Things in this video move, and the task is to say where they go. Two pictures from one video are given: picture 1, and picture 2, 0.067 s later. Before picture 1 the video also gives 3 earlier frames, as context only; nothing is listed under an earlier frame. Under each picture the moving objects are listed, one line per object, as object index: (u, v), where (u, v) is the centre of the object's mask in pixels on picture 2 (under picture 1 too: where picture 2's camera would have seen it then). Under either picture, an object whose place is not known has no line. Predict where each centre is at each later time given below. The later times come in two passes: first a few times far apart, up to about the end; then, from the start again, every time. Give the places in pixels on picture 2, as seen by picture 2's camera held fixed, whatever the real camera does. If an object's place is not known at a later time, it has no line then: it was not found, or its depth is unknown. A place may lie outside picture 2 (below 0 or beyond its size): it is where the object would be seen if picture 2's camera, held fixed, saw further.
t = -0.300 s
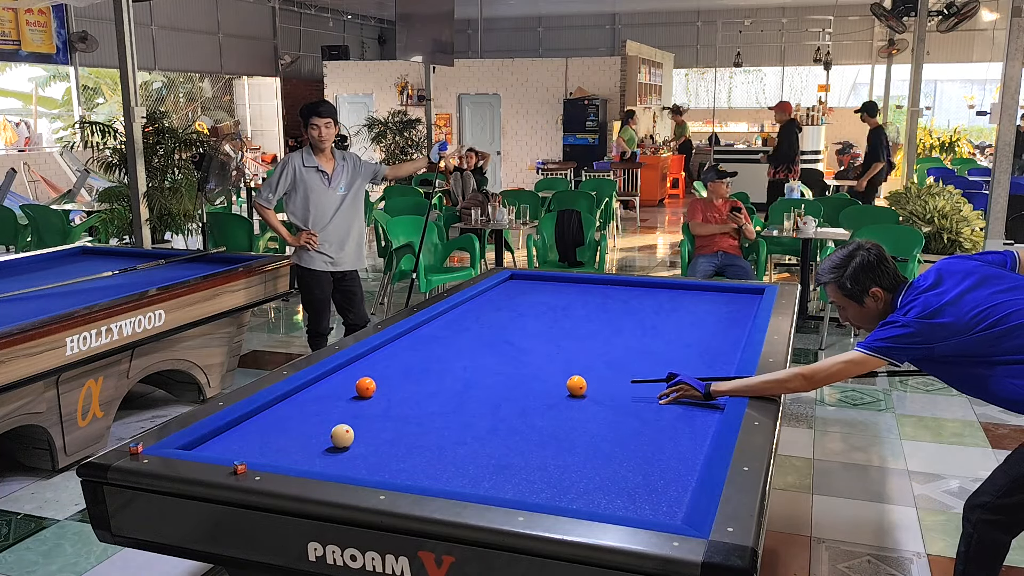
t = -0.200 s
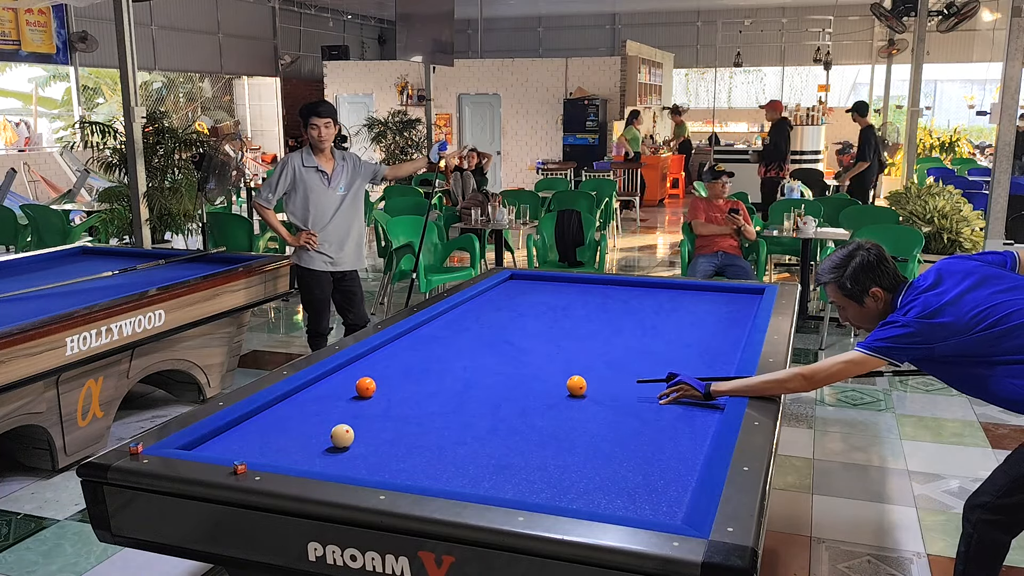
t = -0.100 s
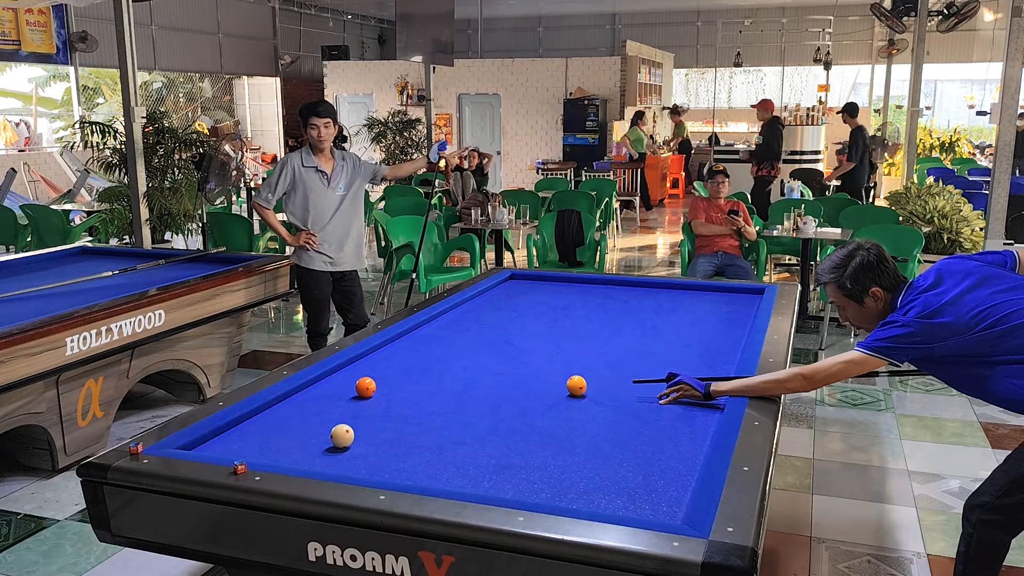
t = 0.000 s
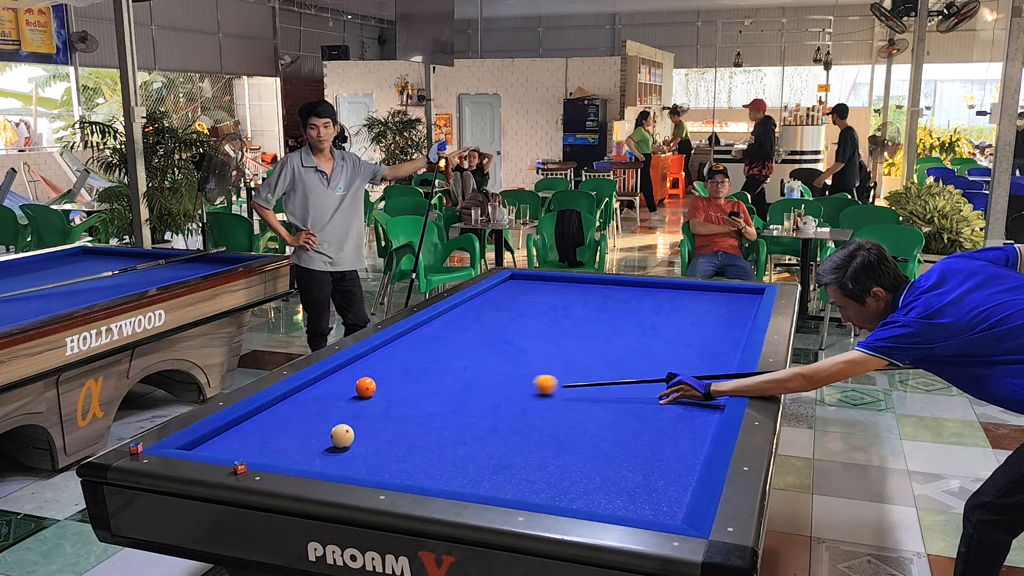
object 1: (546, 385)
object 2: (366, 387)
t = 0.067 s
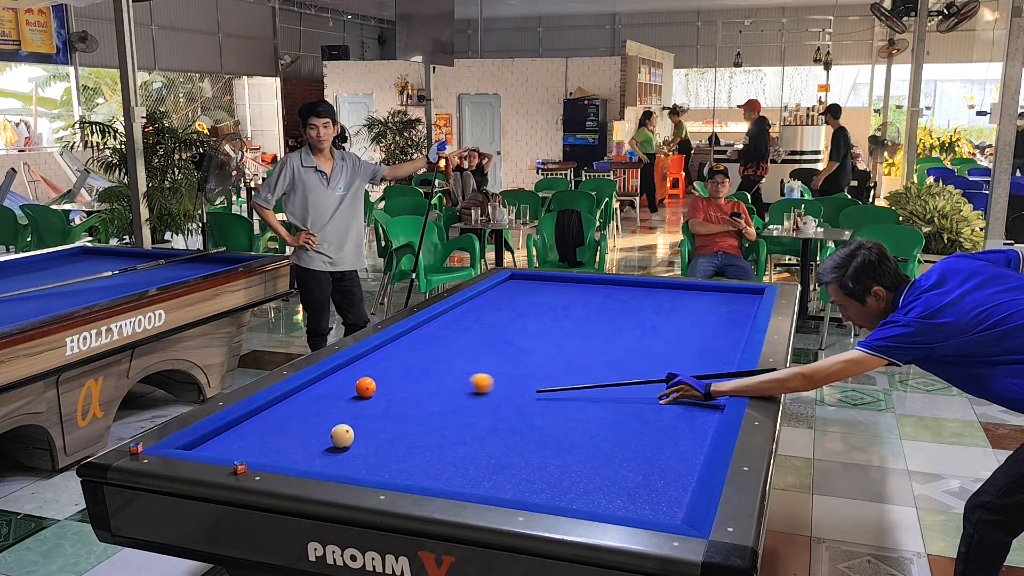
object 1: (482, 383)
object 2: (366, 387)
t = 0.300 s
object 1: (345, 379)
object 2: (351, 395)
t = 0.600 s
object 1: (489, 417)
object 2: (319, 411)
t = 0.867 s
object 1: (606, 454)
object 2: (289, 427)
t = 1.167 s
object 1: (637, 480)
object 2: (251, 446)
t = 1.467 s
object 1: (546, 483)
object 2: (242, 448)
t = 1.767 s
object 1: (467, 484)
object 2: (257, 438)
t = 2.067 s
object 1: (421, 474)
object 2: (271, 429)
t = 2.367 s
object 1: (380, 463)
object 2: (284, 420)
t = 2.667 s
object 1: (344, 452)
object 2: (294, 412)
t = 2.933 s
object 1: (314, 442)
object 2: (304, 406)
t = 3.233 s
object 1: (282, 433)
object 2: (314, 400)
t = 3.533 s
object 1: (253, 424)
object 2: (323, 394)
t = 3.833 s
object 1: (255, 421)
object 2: (331, 389)
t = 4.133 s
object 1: (277, 421)
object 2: (338, 385)
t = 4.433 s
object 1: (298, 421)
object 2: (344, 382)
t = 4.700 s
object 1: (315, 421)
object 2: (349, 378)
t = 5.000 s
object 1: (333, 420)
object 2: (354, 376)
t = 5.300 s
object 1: (351, 420)
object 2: (358, 373)
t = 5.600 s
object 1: (366, 422)
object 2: (362, 371)
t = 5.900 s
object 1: (380, 423)
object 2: (366, 369)
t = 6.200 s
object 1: (392, 423)
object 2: (369, 368)
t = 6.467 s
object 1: (402, 423)
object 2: (372, 367)
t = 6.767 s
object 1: (412, 423)
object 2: (373, 366)
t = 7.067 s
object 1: (421, 424)
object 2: (374, 366)
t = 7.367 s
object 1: (428, 424)
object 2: (375, 365)
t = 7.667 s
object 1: (434, 424)
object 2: (375, 365)
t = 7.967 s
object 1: (438, 425)
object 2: (375, 365)
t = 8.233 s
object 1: (440, 425)
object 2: (375, 365)
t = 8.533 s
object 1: (442, 425)
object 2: (375, 365)
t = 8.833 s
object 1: (442, 425)
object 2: (375, 365)
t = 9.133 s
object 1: (442, 425)
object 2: (375, 365)
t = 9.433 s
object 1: (442, 425)
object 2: (375, 365)
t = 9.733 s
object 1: (442, 425)
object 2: (375, 365)
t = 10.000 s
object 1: (442, 425)
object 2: (375, 365)
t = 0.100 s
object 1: (451, 383)
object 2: (366, 387)
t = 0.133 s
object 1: (421, 382)
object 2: (366, 387)
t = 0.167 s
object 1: (391, 382)
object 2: (365, 387)
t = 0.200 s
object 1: (364, 376)
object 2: (363, 389)
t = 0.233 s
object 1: (339, 377)
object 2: (359, 391)
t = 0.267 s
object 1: (329, 377)
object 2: (355, 393)
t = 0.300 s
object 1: (345, 379)
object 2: (351, 395)
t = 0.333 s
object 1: (362, 384)
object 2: (348, 396)
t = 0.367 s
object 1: (378, 388)
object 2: (345, 398)
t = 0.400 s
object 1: (394, 392)
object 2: (341, 400)
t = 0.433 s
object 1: (410, 396)
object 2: (337, 402)
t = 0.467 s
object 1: (426, 400)
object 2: (334, 404)
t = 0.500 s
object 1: (442, 404)
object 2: (330, 405)
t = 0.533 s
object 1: (458, 408)
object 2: (327, 407)
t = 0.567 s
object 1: (473, 412)
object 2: (323, 409)
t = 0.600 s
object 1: (489, 417)
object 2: (319, 411)
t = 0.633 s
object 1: (504, 422)
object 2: (316, 413)
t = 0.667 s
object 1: (519, 426)
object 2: (312, 415)
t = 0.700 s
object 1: (534, 430)
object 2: (308, 417)
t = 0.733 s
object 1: (549, 435)
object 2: (304, 419)
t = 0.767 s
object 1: (564, 439)
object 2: (301, 421)
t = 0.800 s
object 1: (578, 444)
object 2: (297, 423)
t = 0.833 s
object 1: (592, 449)
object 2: (293, 425)
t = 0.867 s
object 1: (606, 454)
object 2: (289, 427)
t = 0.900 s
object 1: (621, 458)
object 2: (285, 429)
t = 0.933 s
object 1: (636, 464)
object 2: (281, 431)
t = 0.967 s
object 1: (652, 469)
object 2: (277, 433)
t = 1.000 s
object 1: (668, 474)
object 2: (273, 435)
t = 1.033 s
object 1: (684, 479)
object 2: (268, 437)
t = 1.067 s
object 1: (679, 481)
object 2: (264, 439)
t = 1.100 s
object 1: (665, 480)
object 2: (260, 442)
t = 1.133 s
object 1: (651, 480)
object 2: (256, 444)
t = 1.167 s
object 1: (637, 480)
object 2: (251, 446)
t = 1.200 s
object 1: (625, 480)
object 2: (247, 448)
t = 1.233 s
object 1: (612, 480)
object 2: (243, 449)
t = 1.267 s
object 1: (601, 480)
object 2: (239, 450)
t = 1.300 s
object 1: (591, 480)
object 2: (234, 451)
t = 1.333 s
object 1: (581, 481)
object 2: (234, 451)
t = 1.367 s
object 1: (572, 481)
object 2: (236, 451)
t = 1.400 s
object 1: (563, 482)
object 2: (238, 450)
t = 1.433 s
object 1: (555, 483)
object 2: (240, 449)
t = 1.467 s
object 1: (546, 483)
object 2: (242, 448)
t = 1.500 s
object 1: (537, 484)
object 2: (244, 447)
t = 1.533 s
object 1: (528, 485)
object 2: (245, 447)
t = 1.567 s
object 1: (520, 485)
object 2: (247, 446)
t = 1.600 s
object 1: (511, 485)
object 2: (249, 444)
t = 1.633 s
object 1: (502, 485)
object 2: (251, 443)
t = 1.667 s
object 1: (493, 485)
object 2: (252, 442)
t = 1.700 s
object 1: (485, 485)
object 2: (254, 440)
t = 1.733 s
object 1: (476, 484)
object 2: (256, 439)
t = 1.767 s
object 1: (467, 484)
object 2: (257, 438)
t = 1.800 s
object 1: (460, 483)
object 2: (259, 437)
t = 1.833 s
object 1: (456, 482)
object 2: (260, 436)
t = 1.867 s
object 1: (451, 481)
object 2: (262, 435)
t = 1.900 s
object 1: (446, 480)
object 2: (264, 434)
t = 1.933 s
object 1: (440, 478)
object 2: (265, 433)
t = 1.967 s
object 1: (435, 477)
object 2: (267, 432)
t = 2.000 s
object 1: (431, 476)
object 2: (268, 431)
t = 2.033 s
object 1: (426, 475)
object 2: (270, 430)
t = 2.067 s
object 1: (421, 474)
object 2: (271, 429)
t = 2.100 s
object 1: (416, 473)
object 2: (272, 427)
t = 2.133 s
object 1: (412, 472)
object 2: (274, 426)
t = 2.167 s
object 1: (407, 470)
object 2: (275, 425)
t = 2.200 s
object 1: (402, 469)
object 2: (277, 424)
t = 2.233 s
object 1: (398, 468)
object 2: (278, 423)
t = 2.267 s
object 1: (393, 467)
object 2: (280, 422)
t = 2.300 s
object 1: (389, 466)
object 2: (281, 421)
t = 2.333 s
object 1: (385, 464)
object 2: (282, 421)
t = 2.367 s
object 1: (380, 463)
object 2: (284, 420)
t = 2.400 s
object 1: (376, 462)
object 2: (285, 419)
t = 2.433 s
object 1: (372, 461)
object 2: (286, 418)
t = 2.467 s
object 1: (368, 459)
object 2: (287, 417)
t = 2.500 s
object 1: (364, 458)
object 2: (288, 416)
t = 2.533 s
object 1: (360, 457)
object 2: (290, 415)
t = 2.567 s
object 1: (356, 455)
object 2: (291, 414)
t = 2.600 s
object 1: (352, 454)
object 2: (292, 413)
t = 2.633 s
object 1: (347, 453)
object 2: (293, 413)
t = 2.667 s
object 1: (344, 452)
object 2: (294, 412)
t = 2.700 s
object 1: (340, 450)
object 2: (296, 411)
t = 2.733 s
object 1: (336, 449)
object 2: (297, 410)
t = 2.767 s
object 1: (332, 448)
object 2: (298, 409)
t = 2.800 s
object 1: (328, 447)
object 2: (299, 409)
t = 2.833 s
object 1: (325, 445)
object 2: (301, 408)
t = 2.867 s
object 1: (321, 444)
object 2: (302, 407)
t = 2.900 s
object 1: (317, 443)
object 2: (303, 406)
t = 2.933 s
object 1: (314, 442)
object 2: (304, 406)
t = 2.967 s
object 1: (310, 441)
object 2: (305, 405)
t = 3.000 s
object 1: (306, 440)
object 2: (306, 404)
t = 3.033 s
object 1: (303, 439)
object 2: (307, 404)
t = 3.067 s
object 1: (299, 438)
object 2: (308, 403)
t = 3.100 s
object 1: (296, 437)
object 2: (309, 402)
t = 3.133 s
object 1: (292, 436)
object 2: (310, 401)
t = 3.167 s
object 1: (289, 435)
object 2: (312, 401)
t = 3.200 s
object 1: (285, 434)
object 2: (313, 400)
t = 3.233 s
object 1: (282, 433)
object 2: (314, 400)
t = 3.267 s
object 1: (279, 432)
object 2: (315, 399)
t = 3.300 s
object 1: (275, 431)
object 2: (316, 398)
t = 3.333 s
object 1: (272, 430)
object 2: (317, 398)
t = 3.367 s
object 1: (269, 429)
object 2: (318, 397)
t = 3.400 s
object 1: (266, 428)
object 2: (319, 396)
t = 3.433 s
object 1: (263, 427)
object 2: (320, 396)
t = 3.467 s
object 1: (260, 426)
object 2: (321, 395)
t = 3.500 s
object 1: (256, 425)
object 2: (322, 395)
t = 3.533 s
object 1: (253, 424)
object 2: (323, 394)
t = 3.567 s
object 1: (250, 424)
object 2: (324, 394)
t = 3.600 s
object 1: (247, 422)
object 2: (325, 393)
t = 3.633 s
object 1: (244, 422)
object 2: (326, 393)
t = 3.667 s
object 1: (241, 421)
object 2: (327, 392)
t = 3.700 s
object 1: (245, 421)
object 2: (328, 392)
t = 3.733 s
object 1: (247, 421)
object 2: (329, 391)
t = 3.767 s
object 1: (250, 421)
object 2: (329, 391)
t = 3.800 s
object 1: (253, 421)
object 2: (330, 390)
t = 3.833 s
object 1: (255, 421)
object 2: (331, 389)
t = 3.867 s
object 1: (258, 421)
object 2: (332, 389)
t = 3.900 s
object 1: (260, 421)
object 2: (333, 388)
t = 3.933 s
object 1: (263, 421)
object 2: (334, 388)
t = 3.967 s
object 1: (265, 421)
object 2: (334, 387)
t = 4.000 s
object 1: (268, 421)
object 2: (335, 387)
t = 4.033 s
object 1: (270, 421)
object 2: (336, 387)
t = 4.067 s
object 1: (272, 421)
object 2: (337, 386)
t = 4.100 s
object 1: (275, 421)
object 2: (337, 386)
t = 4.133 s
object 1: (277, 421)
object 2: (338, 385)
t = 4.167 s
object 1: (280, 421)
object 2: (339, 385)
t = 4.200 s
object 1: (282, 421)
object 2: (340, 384)
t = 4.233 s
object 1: (284, 421)
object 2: (340, 384)
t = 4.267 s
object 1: (287, 421)
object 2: (341, 383)
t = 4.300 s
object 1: (289, 421)
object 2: (341, 383)
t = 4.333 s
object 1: (291, 421)
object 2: (342, 383)
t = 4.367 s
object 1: (293, 421)
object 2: (343, 382)
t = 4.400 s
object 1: (296, 421)
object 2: (343, 382)
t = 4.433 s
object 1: (298, 421)
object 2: (344, 382)
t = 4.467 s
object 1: (300, 421)
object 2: (345, 381)
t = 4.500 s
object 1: (302, 421)
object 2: (345, 381)
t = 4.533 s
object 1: (305, 421)
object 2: (346, 380)
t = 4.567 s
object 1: (307, 421)
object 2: (347, 380)
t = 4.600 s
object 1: (309, 421)
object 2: (347, 380)
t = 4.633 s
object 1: (311, 421)
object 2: (348, 379)
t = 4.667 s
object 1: (313, 421)
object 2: (348, 379)
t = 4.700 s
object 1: (315, 421)
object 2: (349, 378)
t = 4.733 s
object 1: (317, 421)
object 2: (350, 378)
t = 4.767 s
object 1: (320, 422)
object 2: (350, 378)
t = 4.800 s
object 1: (322, 422)
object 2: (351, 377)
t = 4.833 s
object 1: (324, 421)
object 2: (351, 377)
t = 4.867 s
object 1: (325, 421)
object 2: (352, 377)
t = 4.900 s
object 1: (327, 421)
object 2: (352, 377)
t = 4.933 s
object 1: (329, 420)
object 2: (353, 376)
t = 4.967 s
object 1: (331, 420)
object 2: (353, 376)
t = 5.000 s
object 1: (333, 420)
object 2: (354, 376)
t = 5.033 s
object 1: (335, 419)
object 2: (354, 375)
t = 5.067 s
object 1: (337, 419)
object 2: (355, 375)
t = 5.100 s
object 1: (339, 419)
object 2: (355, 375)
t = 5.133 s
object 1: (341, 419)
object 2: (356, 374)
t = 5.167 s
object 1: (343, 418)
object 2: (356, 374)
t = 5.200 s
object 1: (345, 419)
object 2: (357, 374)
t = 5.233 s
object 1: (348, 419)
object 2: (357, 374)
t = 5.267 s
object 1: (349, 419)
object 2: (358, 373)
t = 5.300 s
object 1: (351, 420)
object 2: (358, 373)
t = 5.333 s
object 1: (354, 420)
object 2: (359, 373)
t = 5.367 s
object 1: (355, 421)
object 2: (359, 373)
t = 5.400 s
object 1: (357, 421)
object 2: (360, 372)
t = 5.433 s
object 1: (358, 421)
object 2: (360, 372)
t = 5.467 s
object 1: (360, 422)
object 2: (361, 372)
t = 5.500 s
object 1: (361, 422)
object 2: (361, 372)
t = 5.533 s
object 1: (362, 422)
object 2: (361, 371)
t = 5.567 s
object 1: (364, 423)
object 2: (362, 371)
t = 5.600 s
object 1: (366, 422)
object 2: (362, 371)
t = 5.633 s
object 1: (367, 422)
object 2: (363, 371)
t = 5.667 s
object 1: (369, 422)
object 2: (363, 370)
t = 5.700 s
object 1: (371, 422)
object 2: (364, 370)
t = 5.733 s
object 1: (372, 422)
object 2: (364, 370)
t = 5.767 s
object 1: (374, 422)
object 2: (364, 370)
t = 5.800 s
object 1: (375, 422)
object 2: (365, 370)
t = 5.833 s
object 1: (377, 423)
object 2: (365, 370)
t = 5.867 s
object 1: (378, 423)
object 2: (365, 369)
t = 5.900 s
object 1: (380, 423)
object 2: (366, 369)
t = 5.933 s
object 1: (381, 423)
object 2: (366, 369)
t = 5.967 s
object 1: (383, 423)
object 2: (367, 369)
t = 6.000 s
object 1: (384, 423)
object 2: (367, 369)
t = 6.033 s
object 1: (385, 423)
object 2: (367, 369)
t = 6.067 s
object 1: (387, 423)
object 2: (368, 368)
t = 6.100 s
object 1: (388, 423)
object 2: (368, 368)
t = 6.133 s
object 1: (390, 423)
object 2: (368, 368)
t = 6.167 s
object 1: (391, 423)
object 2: (369, 368)
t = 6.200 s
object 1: (392, 423)
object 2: (369, 368)
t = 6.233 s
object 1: (394, 423)
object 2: (369, 368)
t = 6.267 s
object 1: (395, 423)
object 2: (370, 368)
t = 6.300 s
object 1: (396, 423)
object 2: (370, 368)
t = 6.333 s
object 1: (397, 423)
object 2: (370, 367)
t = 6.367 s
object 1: (399, 423)
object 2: (371, 368)
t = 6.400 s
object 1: (400, 423)
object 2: (371, 368)
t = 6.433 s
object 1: (401, 423)
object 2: (371, 367)
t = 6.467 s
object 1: (402, 423)
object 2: (372, 367)
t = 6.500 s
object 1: (403, 423)
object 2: (372, 367)
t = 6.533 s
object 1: (405, 423)
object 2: (372, 367)
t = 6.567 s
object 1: (406, 423)
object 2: (372, 367)
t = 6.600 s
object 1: (407, 423)
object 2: (373, 367)
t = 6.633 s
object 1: (408, 423)
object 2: (373, 367)
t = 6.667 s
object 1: (409, 423)
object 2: (373, 367)
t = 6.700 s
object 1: (410, 423)
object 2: (373, 367)
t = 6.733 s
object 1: (411, 423)
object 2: (373, 366)
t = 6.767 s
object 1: (412, 423)
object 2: (373, 366)
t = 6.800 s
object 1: (413, 424)
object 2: (374, 366)
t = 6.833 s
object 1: (414, 424)
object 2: (374, 366)
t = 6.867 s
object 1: (415, 424)
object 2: (374, 366)
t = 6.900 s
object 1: (416, 424)
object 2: (374, 366)
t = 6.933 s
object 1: (417, 424)
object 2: (374, 366)
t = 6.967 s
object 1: (418, 424)
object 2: (374, 366)
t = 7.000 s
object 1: (419, 424)
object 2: (374, 366)
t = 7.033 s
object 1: (420, 424)
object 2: (374, 366)
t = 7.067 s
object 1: (421, 424)
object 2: (374, 366)
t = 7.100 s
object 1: (422, 424)
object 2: (375, 366)
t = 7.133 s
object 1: (423, 424)
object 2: (375, 366)
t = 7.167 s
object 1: (424, 424)
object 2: (375, 365)
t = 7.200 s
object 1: (424, 424)
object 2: (375, 365)
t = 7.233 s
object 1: (425, 424)
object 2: (375, 365)
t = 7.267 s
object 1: (426, 424)
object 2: (375, 365)
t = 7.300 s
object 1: (427, 424)
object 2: (375, 365)
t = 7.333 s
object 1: (427, 424)
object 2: (375, 365)
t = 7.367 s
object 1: (428, 424)
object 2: (375, 365)
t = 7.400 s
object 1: (429, 424)
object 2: (375, 365)
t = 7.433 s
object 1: (430, 424)
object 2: (375, 365)
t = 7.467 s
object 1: (430, 424)
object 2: (375, 365)
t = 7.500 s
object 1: (431, 424)
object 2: (375, 365)
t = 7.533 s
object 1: (431, 424)
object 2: (375, 365)
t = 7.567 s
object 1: (432, 424)
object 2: (375, 365)
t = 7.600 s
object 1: (433, 424)
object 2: (375, 365)
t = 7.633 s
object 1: (433, 424)
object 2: (375, 365)
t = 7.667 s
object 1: (434, 424)
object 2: (375, 365)
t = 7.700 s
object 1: (434, 424)
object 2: (375, 365)
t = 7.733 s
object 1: (435, 424)
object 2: (375, 365)
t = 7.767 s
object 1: (436, 424)
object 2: (375, 365)
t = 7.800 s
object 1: (436, 424)
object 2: (375, 365)
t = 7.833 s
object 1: (436, 424)
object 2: (375, 365)
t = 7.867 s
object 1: (437, 424)
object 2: (375, 365)
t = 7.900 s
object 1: (437, 425)
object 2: (375, 365)
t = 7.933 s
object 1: (438, 425)
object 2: (375, 365)
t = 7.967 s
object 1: (438, 425)
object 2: (375, 365)
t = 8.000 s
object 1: (439, 425)
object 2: (375, 365)
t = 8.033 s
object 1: (439, 425)
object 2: (375, 365)
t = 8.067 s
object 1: (439, 425)
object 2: (375, 365)
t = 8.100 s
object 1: (439, 425)
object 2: (375, 365)
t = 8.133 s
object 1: (440, 425)
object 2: (375, 365)
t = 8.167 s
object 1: (440, 425)
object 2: (375, 365)
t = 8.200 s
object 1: (440, 425)
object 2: (375, 365)
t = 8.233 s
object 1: (440, 425)
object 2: (375, 365)
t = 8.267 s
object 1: (440, 425)
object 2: (375, 365)
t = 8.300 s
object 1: (441, 425)
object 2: (375, 365)
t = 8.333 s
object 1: (441, 425)
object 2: (375, 365)
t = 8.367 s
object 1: (441, 425)
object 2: (375, 365)
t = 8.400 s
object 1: (441, 425)
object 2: (375, 365)
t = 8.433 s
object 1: (441, 425)
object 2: (375, 365)
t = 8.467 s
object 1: (442, 425)
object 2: (375, 365)
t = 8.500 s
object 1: (442, 425)
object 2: (375, 365)
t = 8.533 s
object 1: (442, 425)
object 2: (375, 365)
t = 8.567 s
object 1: (442, 425)
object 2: (375, 365)
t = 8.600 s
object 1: (442, 425)
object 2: (375, 365)
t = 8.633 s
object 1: (442, 425)
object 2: (375, 365)
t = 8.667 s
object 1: (442, 425)
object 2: (375, 365)
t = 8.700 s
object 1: (442, 425)
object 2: (375, 365)
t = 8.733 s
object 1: (442, 425)
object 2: (375, 365)
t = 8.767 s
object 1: (442, 425)
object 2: (375, 365)
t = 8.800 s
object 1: (442, 425)
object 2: (375, 365)
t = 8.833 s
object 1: (442, 425)
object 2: (375, 365)
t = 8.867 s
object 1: (442, 425)
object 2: (375, 365)
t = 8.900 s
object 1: (442, 425)
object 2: (375, 365)
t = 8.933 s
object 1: (442, 425)
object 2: (375, 365)
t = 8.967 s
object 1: (442, 425)
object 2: (375, 365)
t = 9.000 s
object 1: (442, 425)
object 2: (375, 365)
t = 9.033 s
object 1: (442, 425)
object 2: (375, 365)
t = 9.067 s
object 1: (442, 425)
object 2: (375, 365)
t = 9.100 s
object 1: (442, 425)
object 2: (375, 365)
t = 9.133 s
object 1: (442, 425)
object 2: (375, 365)
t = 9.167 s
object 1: (442, 425)
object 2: (375, 365)
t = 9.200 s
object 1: (442, 425)
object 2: (375, 365)
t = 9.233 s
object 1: (442, 425)
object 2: (375, 365)
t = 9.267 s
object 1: (442, 425)
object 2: (375, 365)
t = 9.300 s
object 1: (442, 425)
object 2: (375, 365)
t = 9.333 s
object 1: (442, 425)
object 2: (375, 365)
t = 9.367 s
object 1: (442, 425)
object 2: (375, 365)
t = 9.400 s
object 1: (442, 425)
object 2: (375, 365)
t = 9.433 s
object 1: (442, 425)
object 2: (375, 365)
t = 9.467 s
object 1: (442, 425)
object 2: (375, 365)
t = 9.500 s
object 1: (442, 425)
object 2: (375, 365)
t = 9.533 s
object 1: (442, 425)
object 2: (375, 365)
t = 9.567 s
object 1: (442, 425)
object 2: (375, 365)
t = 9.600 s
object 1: (442, 425)
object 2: (375, 365)
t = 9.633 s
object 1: (442, 425)
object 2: (375, 365)
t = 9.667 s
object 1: (442, 425)
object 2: (375, 365)
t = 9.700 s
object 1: (442, 425)
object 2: (375, 365)
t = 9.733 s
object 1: (442, 425)
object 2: (375, 365)
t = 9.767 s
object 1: (442, 425)
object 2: (375, 365)
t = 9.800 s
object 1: (442, 425)
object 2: (375, 365)
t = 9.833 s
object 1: (442, 425)
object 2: (375, 365)
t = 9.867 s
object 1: (442, 425)
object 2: (375, 365)
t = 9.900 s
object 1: (442, 425)
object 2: (375, 365)
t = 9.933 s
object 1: (442, 425)
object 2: (375, 365)
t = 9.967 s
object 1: (442, 425)
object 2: (375, 365)
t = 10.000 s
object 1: (442, 425)
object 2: (375, 365)
